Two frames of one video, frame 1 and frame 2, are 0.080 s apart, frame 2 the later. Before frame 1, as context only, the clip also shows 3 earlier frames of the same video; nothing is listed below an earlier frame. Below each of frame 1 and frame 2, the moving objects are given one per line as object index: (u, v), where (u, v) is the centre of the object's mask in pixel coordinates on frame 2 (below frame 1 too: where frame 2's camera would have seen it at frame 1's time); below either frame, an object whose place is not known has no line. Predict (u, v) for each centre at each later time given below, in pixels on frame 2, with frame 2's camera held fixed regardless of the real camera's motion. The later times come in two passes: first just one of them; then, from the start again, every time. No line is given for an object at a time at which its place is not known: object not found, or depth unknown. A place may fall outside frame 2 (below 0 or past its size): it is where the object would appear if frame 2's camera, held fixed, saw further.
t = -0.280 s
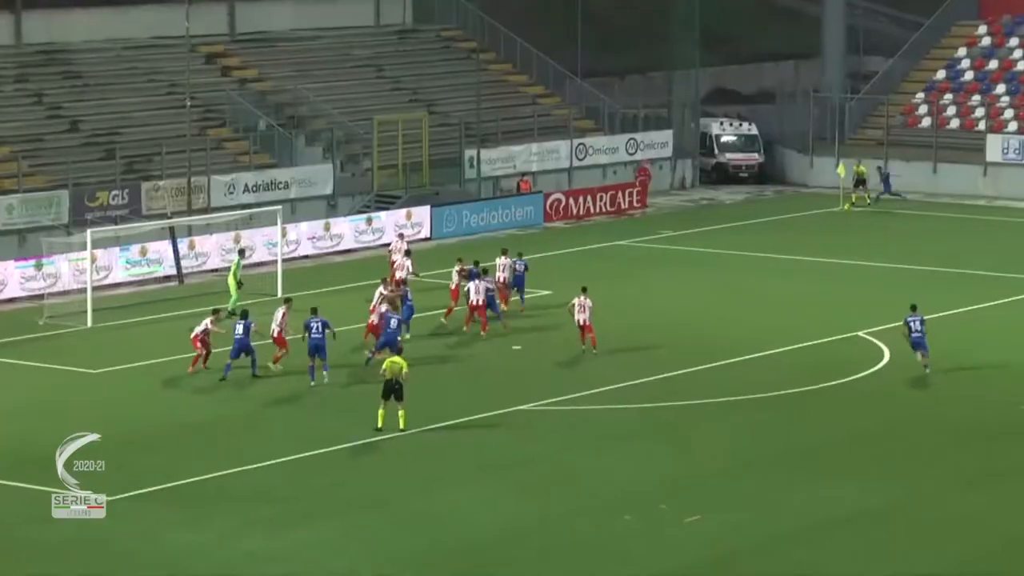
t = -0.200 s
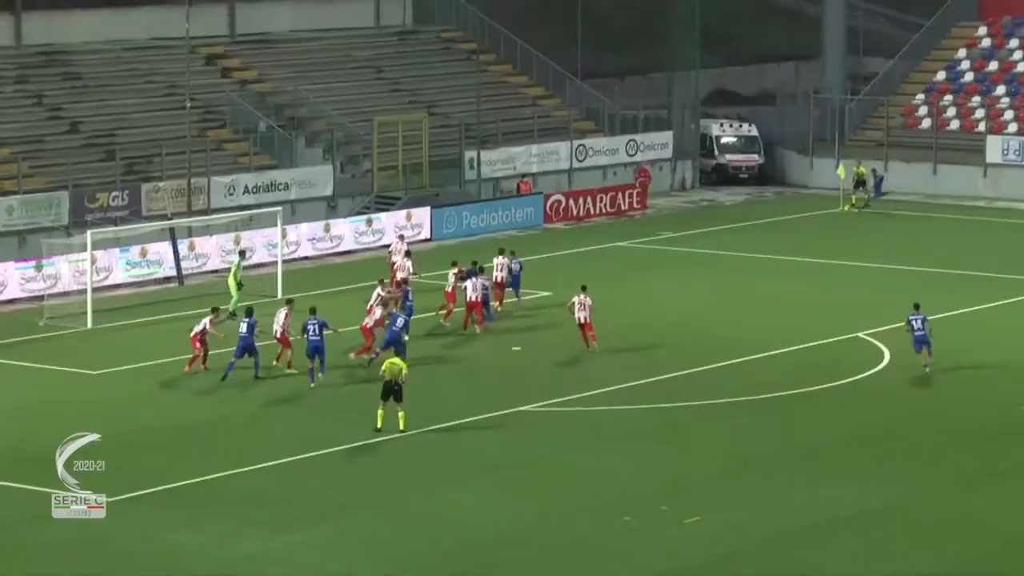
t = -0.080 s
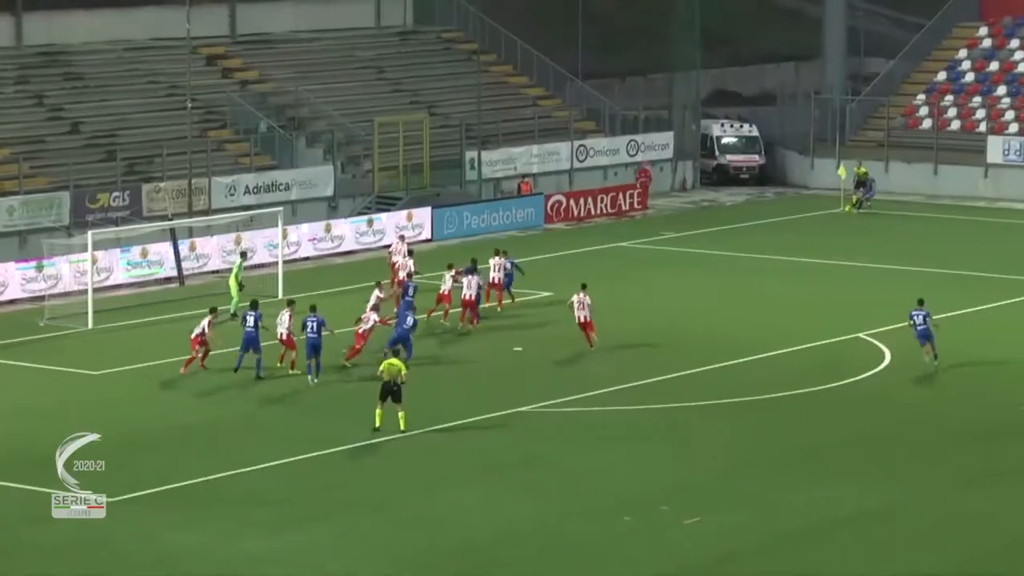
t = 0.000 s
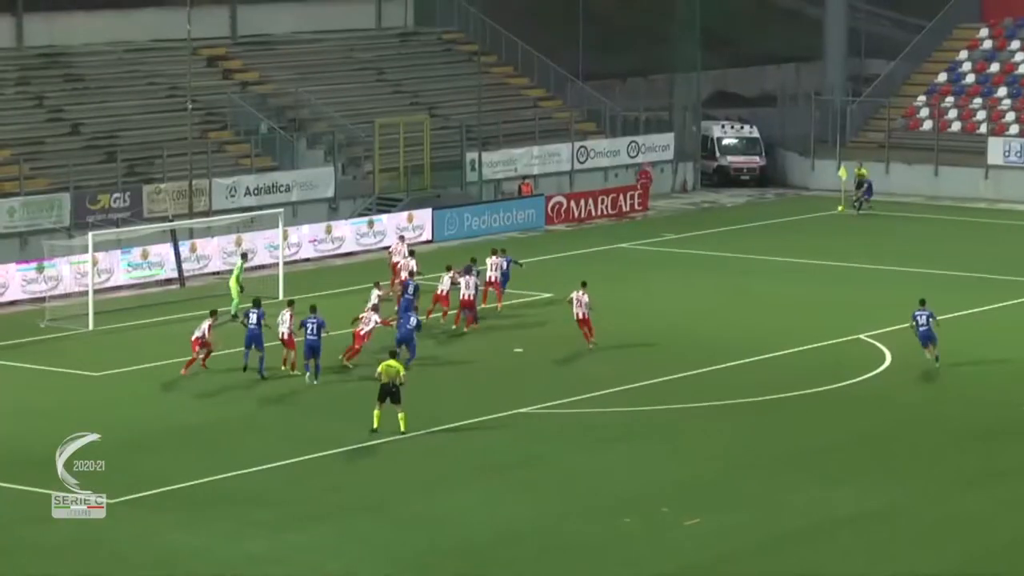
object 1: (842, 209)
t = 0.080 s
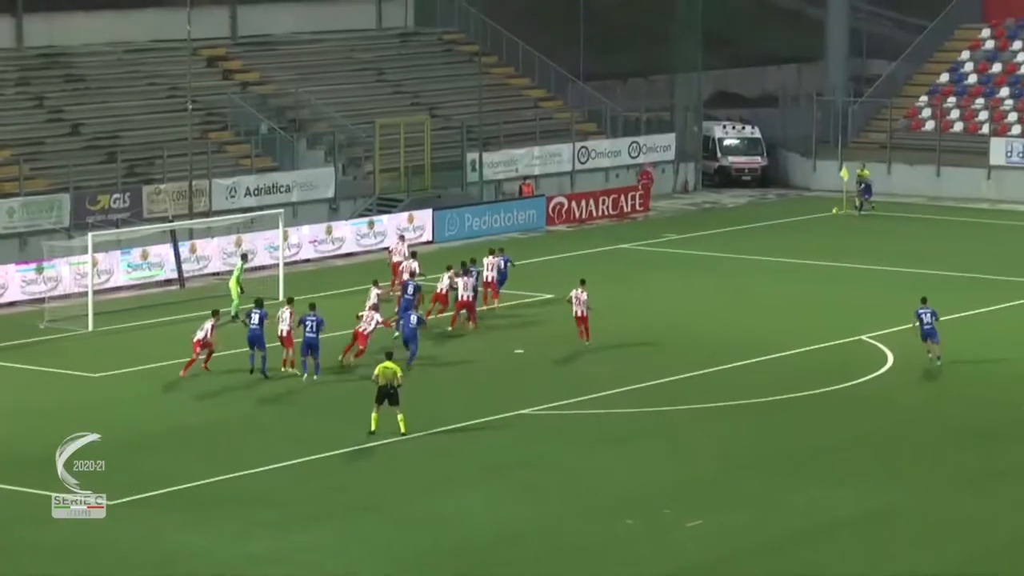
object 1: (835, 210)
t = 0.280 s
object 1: (826, 219)
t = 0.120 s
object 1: (832, 211)
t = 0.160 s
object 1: (830, 212)
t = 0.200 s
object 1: (828, 214)
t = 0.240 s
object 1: (827, 216)
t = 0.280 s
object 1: (826, 219)
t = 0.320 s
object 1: (826, 222)
